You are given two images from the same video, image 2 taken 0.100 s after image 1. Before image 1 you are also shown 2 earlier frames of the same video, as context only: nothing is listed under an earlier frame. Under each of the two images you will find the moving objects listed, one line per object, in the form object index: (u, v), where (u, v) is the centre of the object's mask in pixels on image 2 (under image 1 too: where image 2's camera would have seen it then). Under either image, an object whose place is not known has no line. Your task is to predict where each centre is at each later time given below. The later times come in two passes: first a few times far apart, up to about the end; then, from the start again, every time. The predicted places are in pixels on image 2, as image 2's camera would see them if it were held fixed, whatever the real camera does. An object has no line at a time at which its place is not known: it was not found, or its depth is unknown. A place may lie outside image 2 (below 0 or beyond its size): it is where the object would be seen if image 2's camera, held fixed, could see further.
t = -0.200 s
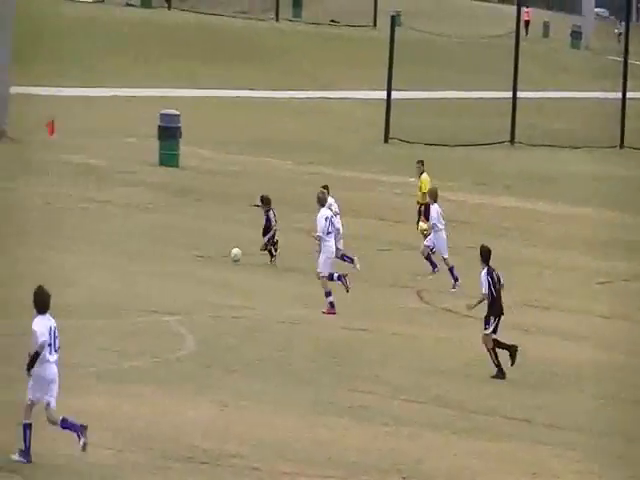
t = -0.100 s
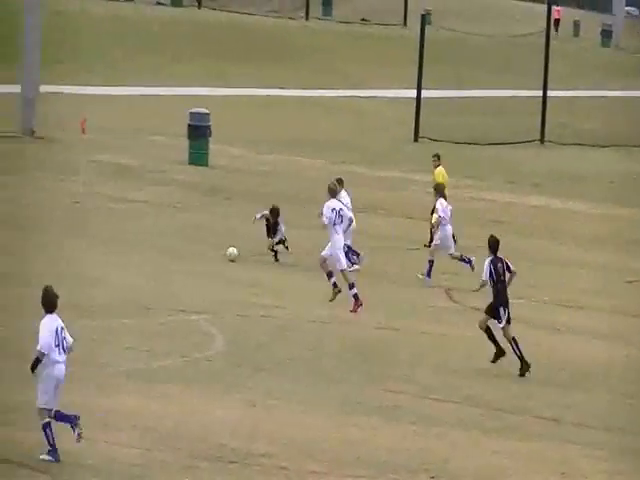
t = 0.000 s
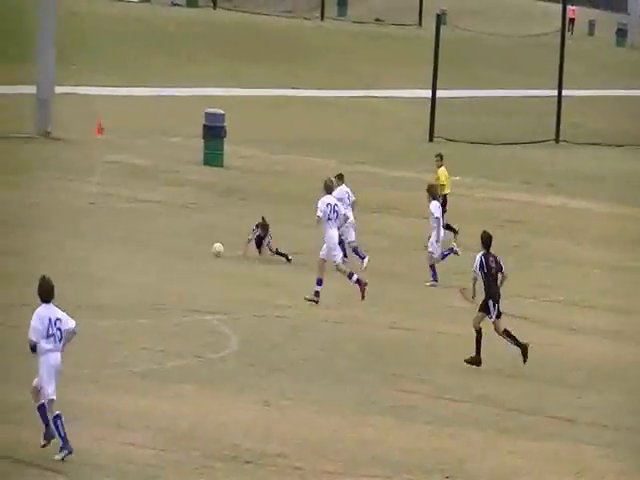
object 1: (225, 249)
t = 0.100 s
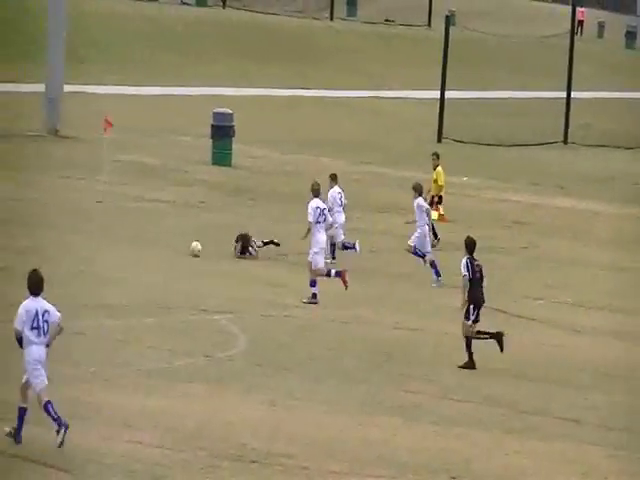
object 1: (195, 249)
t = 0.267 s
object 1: (150, 243)
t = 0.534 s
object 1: (78, 238)
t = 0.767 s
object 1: (16, 231)
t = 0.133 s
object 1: (186, 247)
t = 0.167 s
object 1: (178, 244)
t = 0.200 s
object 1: (168, 244)
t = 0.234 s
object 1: (159, 244)
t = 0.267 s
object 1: (150, 243)
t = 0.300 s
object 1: (141, 241)
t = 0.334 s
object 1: (132, 240)
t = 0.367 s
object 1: (122, 237)
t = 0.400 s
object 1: (113, 238)
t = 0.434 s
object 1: (105, 239)
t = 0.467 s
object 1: (95, 240)
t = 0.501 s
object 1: (86, 239)
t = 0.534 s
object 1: (78, 238)
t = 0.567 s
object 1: (69, 237)
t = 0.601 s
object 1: (60, 236)
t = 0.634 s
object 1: (51, 236)
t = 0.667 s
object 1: (42, 236)
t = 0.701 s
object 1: (33, 234)
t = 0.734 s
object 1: (24, 233)
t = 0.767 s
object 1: (16, 231)
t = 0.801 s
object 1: (6, 231)
